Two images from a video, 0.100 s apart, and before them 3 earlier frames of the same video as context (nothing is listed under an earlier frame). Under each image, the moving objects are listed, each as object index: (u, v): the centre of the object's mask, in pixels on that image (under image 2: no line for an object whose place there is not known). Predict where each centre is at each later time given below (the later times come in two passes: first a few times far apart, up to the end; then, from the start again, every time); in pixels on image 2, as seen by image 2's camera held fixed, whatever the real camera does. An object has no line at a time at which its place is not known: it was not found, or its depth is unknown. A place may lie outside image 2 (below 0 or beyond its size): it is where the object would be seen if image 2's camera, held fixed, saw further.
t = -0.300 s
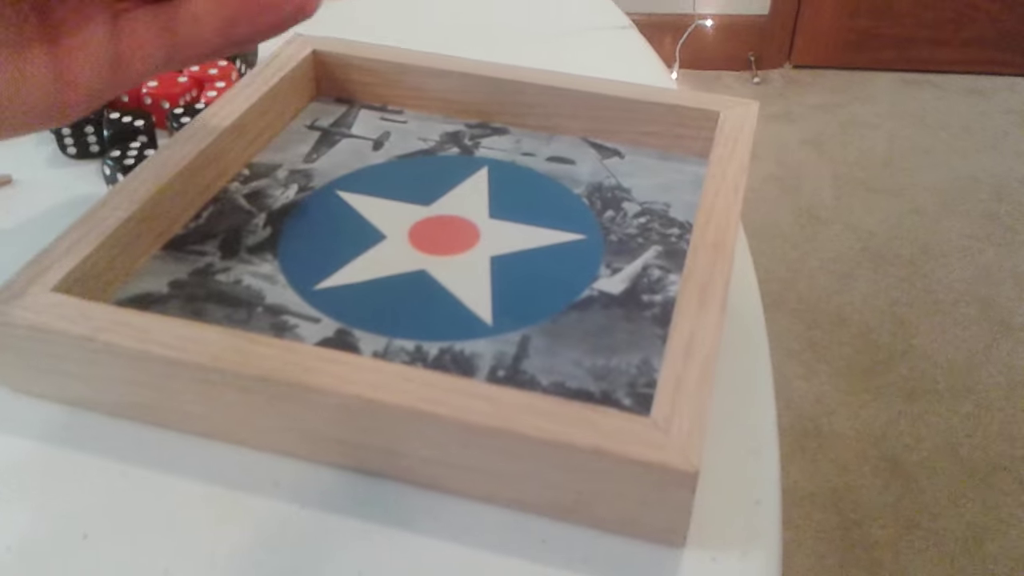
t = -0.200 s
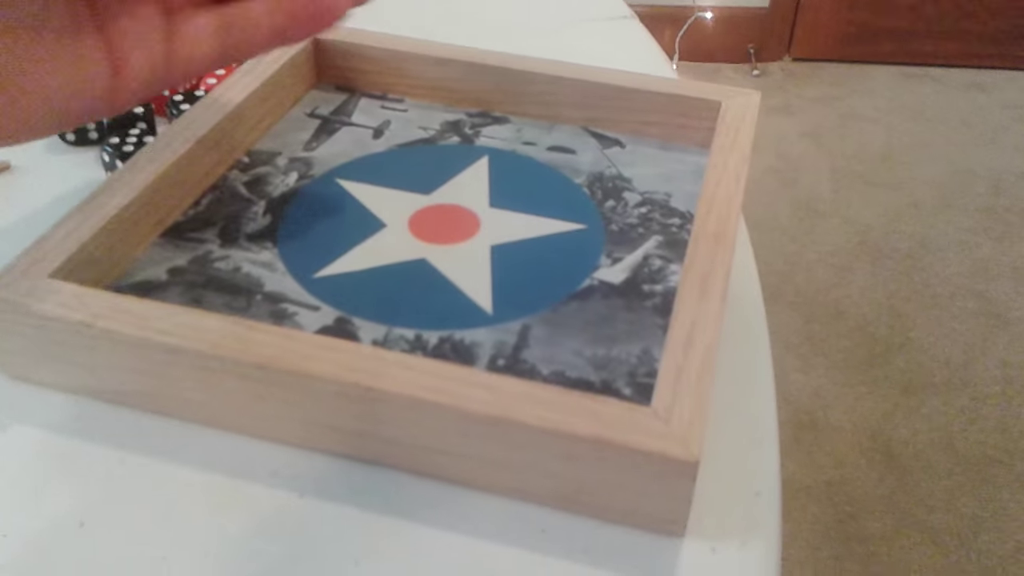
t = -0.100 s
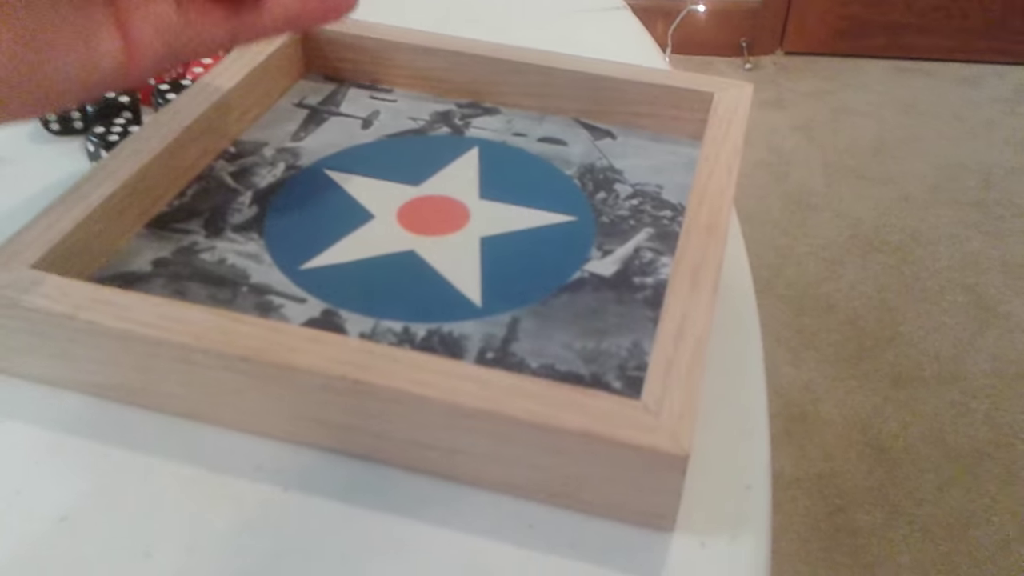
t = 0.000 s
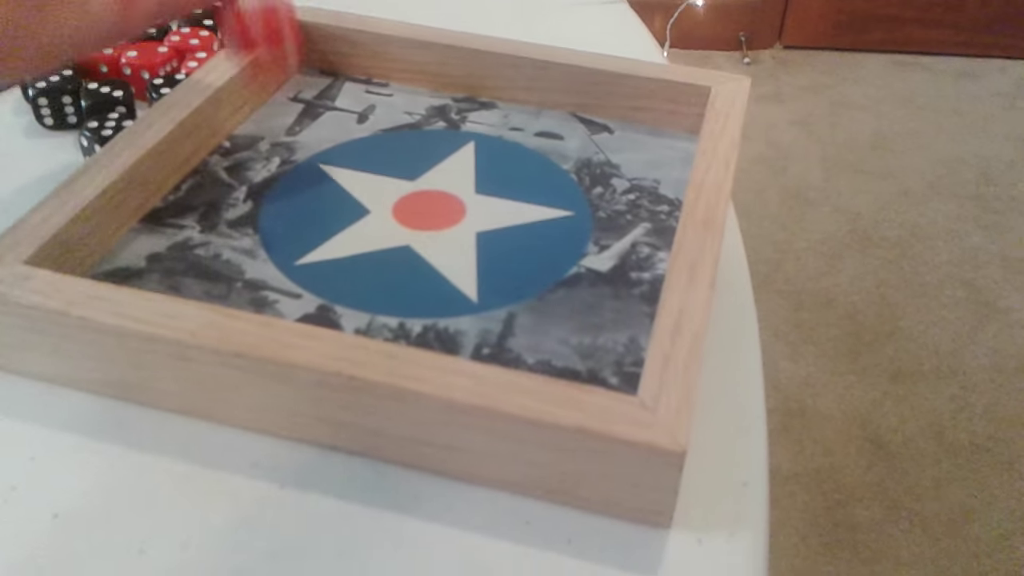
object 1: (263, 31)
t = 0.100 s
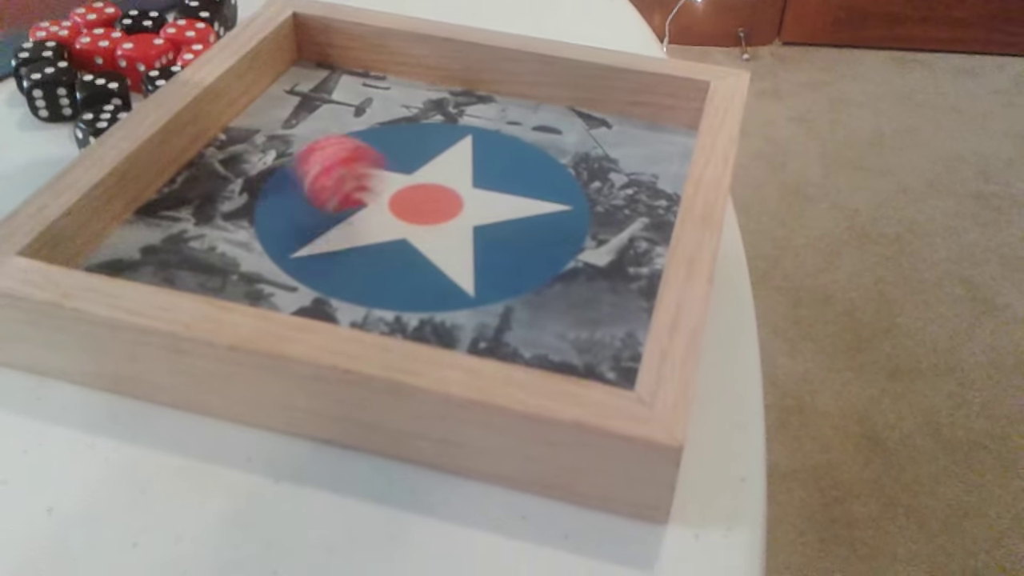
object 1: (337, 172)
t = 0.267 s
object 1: (516, 156)
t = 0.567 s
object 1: (662, 156)
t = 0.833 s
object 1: (662, 156)
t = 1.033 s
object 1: (662, 156)
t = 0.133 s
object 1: (374, 173)
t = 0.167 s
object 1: (421, 188)
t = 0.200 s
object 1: (451, 171)
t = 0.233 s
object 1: (490, 159)
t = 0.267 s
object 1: (516, 156)
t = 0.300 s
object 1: (555, 151)
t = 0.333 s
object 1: (584, 154)
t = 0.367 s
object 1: (605, 150)
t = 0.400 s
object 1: (621, 155)
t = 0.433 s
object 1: (634, 157)
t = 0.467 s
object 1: (656, 161)
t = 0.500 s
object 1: (662, 156)
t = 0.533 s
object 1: (662, 155)
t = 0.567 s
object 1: (662, 156)
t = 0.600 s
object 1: (663, 156)
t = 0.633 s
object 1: (663, 156)
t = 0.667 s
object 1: (662, 156)
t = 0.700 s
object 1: (662, 155)
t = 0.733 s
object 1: (662, 156)
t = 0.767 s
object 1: (662, 156)
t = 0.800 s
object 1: (662, 156)
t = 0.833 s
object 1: (662, 156)
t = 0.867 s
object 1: (662, 156)
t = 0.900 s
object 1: (662, 156)
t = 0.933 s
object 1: (662, 156)
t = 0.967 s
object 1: (661, 156)
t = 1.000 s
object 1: (661, 156)
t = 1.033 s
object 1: (662, 156)
